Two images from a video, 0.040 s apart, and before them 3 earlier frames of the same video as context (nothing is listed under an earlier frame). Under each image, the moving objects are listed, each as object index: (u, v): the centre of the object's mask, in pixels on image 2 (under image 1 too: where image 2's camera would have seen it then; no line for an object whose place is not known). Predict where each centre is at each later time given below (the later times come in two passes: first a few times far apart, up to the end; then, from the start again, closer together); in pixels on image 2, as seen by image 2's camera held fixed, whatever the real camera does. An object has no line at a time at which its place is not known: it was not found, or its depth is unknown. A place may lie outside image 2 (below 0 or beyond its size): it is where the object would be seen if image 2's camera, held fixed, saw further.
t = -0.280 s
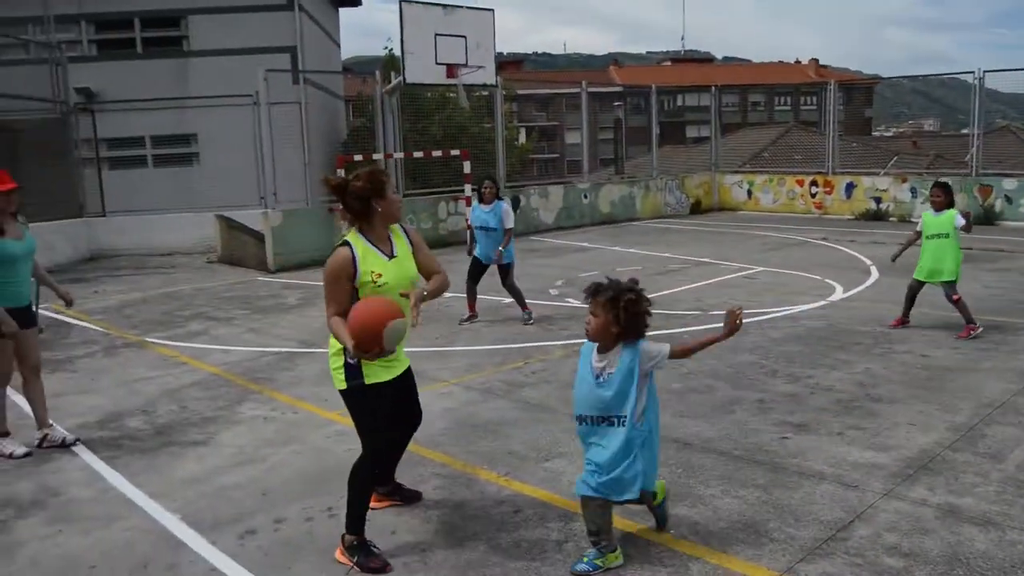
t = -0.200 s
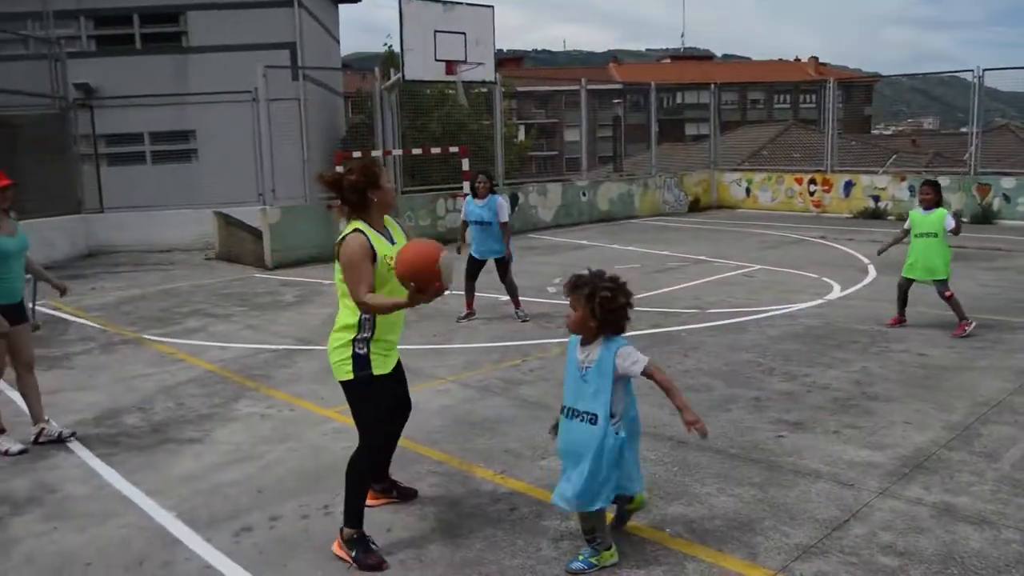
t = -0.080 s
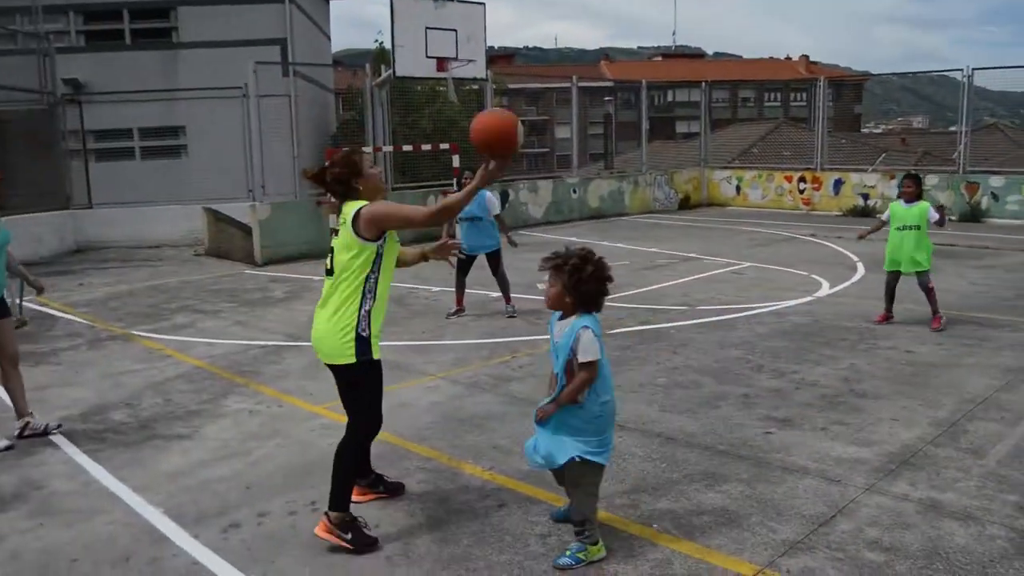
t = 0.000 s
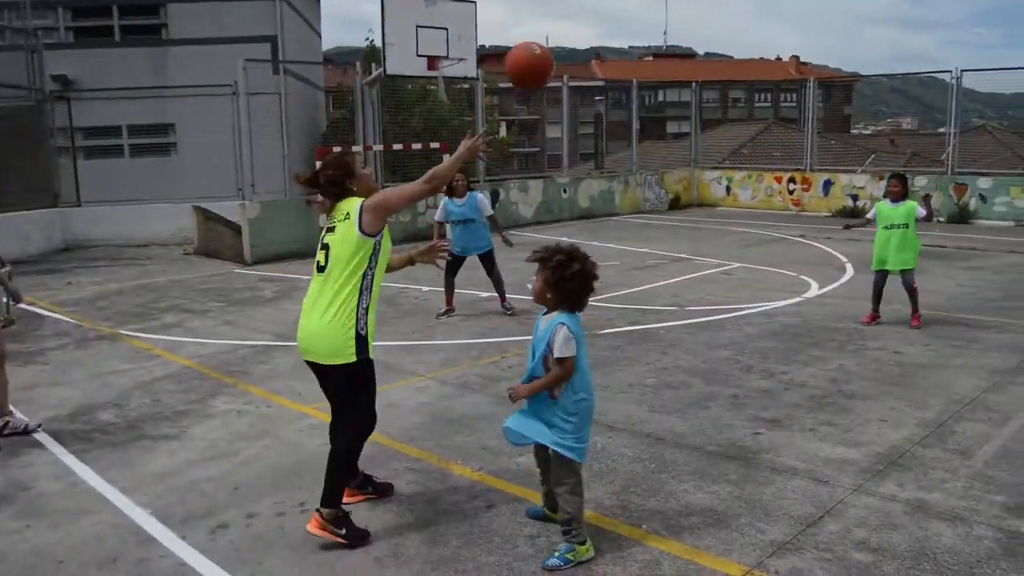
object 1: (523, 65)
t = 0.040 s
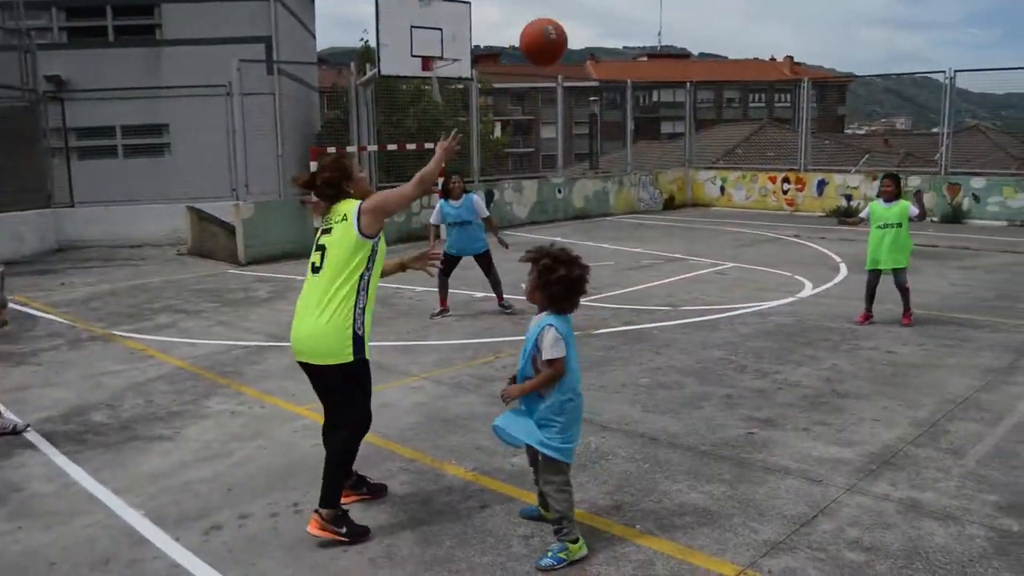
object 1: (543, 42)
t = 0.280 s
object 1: (635, -8)
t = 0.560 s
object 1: (699, 51)
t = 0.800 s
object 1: (735, 167)
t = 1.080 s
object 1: (768, 279)
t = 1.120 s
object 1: (771, 258)
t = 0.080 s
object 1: (561, 22)
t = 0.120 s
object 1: (578, 11)
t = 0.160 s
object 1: (594, 4)
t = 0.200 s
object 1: (609, -2)
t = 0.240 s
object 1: (623, -6)
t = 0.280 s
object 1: (635, -8)
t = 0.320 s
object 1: (646, -9)
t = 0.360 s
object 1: (657, -7)
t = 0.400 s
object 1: (667, 1)
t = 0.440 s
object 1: (675, 11)
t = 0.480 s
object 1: (684, 23)
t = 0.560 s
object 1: (699, 51)
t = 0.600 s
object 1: (704, 68)
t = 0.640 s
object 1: (711, 86)
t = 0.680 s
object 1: (718, 104)
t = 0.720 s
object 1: (724, 124)
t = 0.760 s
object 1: (730, 146)
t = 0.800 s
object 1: (735, 167)
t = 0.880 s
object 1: (746, 214)
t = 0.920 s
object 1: (752, 239)
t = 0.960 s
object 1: (757, 263)
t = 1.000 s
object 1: (761, 289)
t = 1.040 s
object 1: (765, 303)
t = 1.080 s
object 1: (768, 279)
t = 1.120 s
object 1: (771, 258)
